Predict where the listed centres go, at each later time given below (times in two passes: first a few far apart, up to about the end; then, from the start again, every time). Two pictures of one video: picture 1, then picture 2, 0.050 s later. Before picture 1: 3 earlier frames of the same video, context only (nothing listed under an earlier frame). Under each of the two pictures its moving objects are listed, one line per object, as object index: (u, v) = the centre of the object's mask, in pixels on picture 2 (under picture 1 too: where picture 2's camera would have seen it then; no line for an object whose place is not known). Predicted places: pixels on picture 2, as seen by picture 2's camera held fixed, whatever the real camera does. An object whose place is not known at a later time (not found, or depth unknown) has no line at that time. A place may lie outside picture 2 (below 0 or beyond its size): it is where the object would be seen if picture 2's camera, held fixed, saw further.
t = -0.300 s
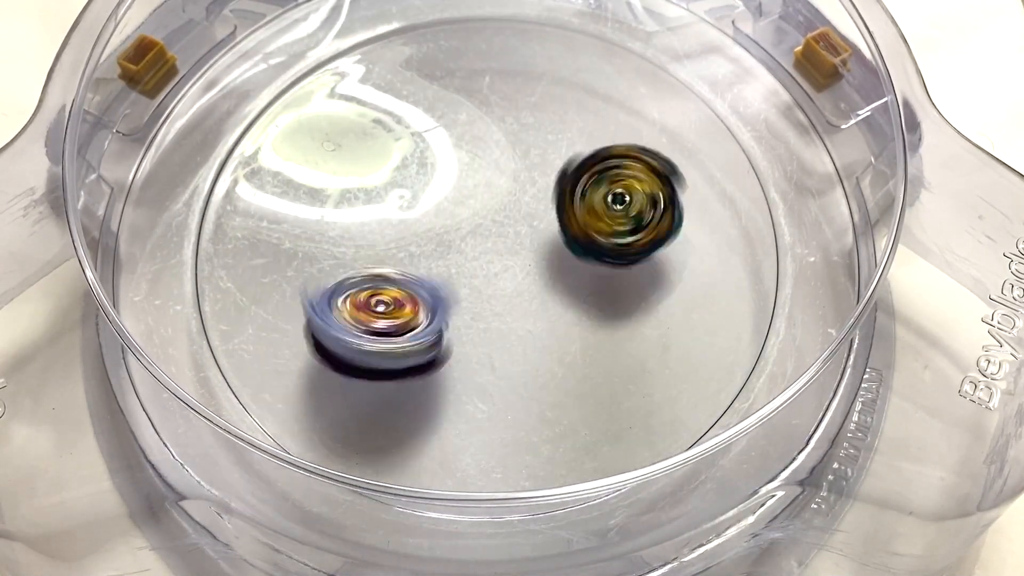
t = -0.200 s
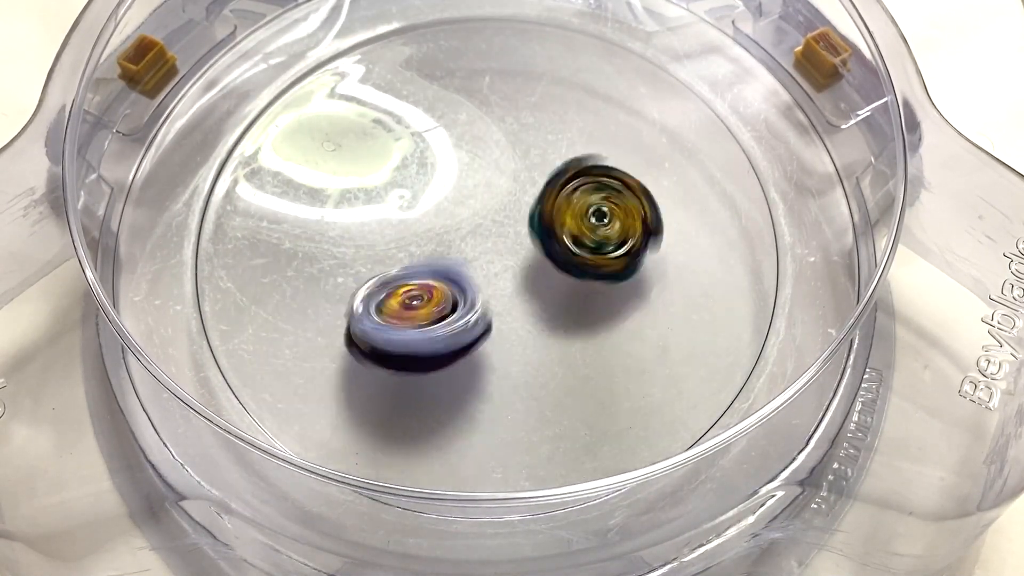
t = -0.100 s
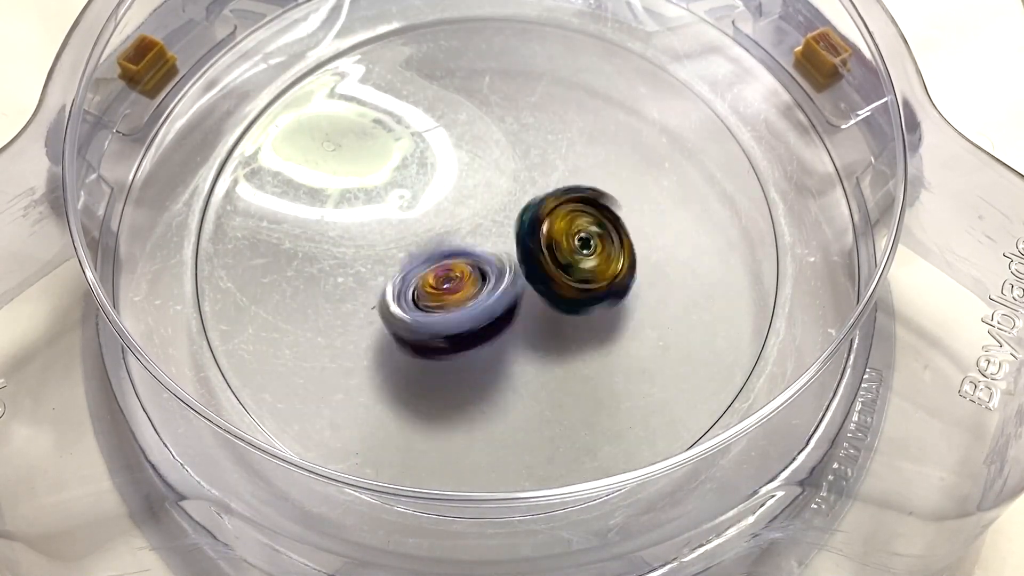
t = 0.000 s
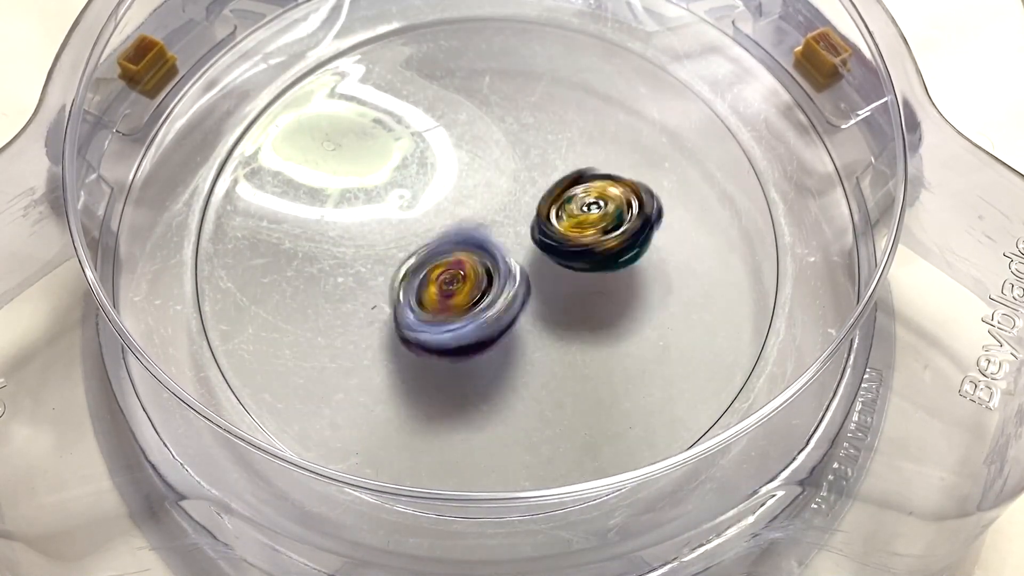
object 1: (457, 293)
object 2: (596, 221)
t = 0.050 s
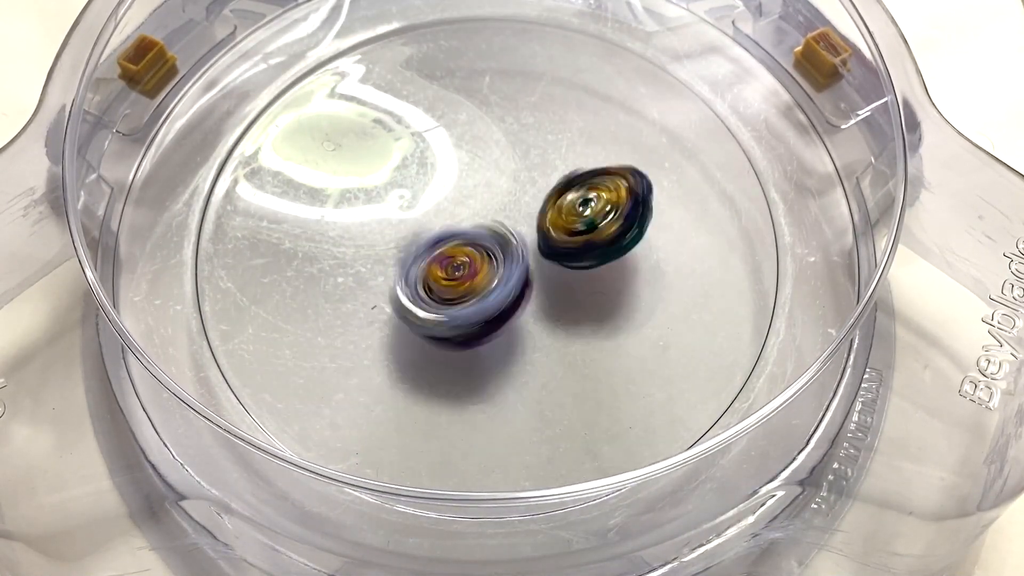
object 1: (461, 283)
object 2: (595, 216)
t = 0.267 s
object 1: (445, 253)
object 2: (562, 197)
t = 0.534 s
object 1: (381, 242)
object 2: (494, 140)
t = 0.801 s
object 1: (390, 252)
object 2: (509, 169)
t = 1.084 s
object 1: (461, 243)
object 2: (557, 164)
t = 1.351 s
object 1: (503, 248)
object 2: (540, 146)
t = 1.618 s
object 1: (538, 251)
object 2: (538, 141)
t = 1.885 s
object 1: (541, 260)
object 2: (541, 146)
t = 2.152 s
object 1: (513, 259)
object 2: (552, 148)
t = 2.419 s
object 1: (474, 261)
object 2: (538, 148)
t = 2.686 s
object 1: (459, 259)
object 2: (540, 150)
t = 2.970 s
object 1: (459, 236)
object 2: (539, 147)
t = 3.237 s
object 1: (465, 216)
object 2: (543, 145)
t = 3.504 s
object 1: (485, 255)
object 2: (547, 149)
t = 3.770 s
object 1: (539, 254)
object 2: (532, 135)
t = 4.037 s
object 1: (574, 268)
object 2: (552, 158)
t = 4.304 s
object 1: (554, 263)
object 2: (544, 150)
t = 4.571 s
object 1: (543, 272)
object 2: (539, 154)
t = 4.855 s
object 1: (535, 267)
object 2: (550, 155)
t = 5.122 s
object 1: (517, 266)
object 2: (550, 156)
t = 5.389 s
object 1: (497, 250)
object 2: (549, 153)
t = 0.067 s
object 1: (466, 276)
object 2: (592, 217)
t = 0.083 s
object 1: (462, 276)
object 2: (589, 217)
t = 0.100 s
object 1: (466, 270)
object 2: (586, 220)
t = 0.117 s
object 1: (462, 268)
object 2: (586, 221)
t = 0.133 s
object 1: (466, 264)
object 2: (583, 222)
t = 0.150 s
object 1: (463, 259)
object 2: (583, 223)
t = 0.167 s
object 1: (464, 259)
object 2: (582, 224)
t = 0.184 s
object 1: (458, 259)
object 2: (581, 219)
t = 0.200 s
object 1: (456, 261)
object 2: (580, 214)
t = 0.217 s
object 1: (453, 256)
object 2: (578, 209)
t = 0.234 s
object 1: (449, 257)
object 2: (574, 205)
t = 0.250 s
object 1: (450, 254)
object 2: (568, 201)
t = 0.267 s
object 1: (445, 253)
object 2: (562, 197)
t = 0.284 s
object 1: (444, 251)
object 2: (558, 193)
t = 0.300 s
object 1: (439, 248)
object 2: (552, 190)
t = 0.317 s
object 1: (437, 247)
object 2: (546, 186)
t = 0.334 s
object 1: (433, 242)
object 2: (538, 183)
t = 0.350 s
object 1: (429, 245)
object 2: (533, 179)
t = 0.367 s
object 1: (426, 239)
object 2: (527, 175)
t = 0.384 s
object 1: (418, 241)
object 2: (521, 171)
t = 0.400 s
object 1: (418, 240)
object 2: (517, 166)
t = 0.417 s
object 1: (409, 241)
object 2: (510, 163)
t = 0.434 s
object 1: (409, 240)
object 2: (507, 158)
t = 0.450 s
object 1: (402, 238)
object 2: (502, 156)
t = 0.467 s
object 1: (398, 241)
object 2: (499, 152)
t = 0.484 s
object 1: (396, 240)
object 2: (497, 148)
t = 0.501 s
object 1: (390, 241)
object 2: (495, 145)
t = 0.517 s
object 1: (389, 241)
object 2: (494, 142)
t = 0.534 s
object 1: (381, 242)
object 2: (494, 140)
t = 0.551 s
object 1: (379, 245)
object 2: (495, 137)
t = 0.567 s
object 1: (376, 243)
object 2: (496, 136)
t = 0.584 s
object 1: (373, 247)
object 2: (496, 135)
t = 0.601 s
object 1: (374, 245)
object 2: (496, 135)
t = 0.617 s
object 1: (368, 246)
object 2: (496, 135)
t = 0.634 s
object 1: (371, 249)
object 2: (496, 136)
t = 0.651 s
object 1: (370, 248)
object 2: (495, 137)
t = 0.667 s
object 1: (372, 250)
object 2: (495, 139)
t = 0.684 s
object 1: (373, 247)
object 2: (494, 142)
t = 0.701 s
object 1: (369, 250)
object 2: (494, 145)
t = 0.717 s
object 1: (375, 251)
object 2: (495, 149)
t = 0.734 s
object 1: (375, 250)
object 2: (497, 153)
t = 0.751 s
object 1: (382, 252)
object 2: (499, 157)
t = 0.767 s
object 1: (383, 250)
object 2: (501, 161)
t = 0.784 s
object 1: (384, 252)
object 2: (505, 166)
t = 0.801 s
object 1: (390, 252)
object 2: (509, 169)
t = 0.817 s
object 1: (392, 251)
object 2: (514, 173)
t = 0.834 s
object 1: (400, 254)
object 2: (520, 176)
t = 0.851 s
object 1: (403, 253)
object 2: (526, 177)
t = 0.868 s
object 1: (410, 255)
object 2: (532, 178)
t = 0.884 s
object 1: (417, 253)
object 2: (538, 177)
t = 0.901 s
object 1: (419, 252)
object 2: (543, 176)
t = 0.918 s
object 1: (426, 251)
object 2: (546, 174)
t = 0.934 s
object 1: (427, 249)
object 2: (549, 172)
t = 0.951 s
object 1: (433, 250)
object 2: (551, 171)
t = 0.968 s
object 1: (436, 247)
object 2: (553, 169)
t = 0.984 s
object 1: (437, 248)
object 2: (554, 168)
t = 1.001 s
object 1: (443, 245)
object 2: (554, 168)
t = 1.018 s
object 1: (444, 244)
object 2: (554, 168)
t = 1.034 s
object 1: (450, 243)
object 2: (554, 168)
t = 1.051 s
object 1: (451, 241)
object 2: (554, 167)
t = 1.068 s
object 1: (454, 245)
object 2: (556, 165)
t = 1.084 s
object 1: (461, 243)
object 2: (557, 164)
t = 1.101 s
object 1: (458, 245)
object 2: (556, 163)
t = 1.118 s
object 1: (463, 251)
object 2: (557, 158)
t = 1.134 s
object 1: (467, 252)
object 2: (557, 154)
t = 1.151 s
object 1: (465, 258)
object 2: (555, 154)
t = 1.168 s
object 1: (471, 257)
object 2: (553, 154)
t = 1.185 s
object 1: (475, 253)
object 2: (552, 153)
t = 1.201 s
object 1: (473, 256)
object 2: (549, 156)
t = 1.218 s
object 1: (478, 255)
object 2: (549, 155)
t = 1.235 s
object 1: (481, 251)
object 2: (549, 153)
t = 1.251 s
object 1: (480, 255)
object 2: (546, 154)
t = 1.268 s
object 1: (488, 253)
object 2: (546, 151)
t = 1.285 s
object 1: (491, 248)
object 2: (545, 150)
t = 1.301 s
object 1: (491, 252)
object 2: (542, 150)
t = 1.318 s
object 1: (499, 251)
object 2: (541, 147)
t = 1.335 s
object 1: (501, 246)
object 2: (541, 145)
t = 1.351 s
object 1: (503, 248)
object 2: (540, 146)
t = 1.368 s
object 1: (510, 246)
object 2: (540, 144)
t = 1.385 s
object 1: (510, 243)
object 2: (540, 143)
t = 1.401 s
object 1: (510, 247)
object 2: (539, 144)
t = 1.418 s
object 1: (515, 249)
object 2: (539, 142)
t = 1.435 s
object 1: (516, 248)
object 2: (539, 140)
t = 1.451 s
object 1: (518, 251)
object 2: (538, 143)
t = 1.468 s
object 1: (525, 251)
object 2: (538, 142)
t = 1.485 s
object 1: (525, 246)
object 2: (538, 140)
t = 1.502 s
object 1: (522, 248)
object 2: (540, 145)
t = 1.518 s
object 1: (527, 249)
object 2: (540, 144)
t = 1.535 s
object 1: (527, 246)
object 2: (541, 142)
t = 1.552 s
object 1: (524, 248)
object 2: (543, 144)
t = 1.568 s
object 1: (531, 249)
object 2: (541, 143)
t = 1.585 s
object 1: (533, 244)
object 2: (540, 140)
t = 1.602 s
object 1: (531, 246)
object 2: (542, 142)
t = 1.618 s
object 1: (538, 251)
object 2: (538, 141)
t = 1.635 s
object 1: (541, 250)
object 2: (536, 139)
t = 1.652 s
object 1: (539, 251)
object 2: (534, 138)
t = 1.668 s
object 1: (544, 253)
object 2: (533, 141)
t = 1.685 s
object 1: (547, 252)
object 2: (532, 140)
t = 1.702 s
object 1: (542, 250)
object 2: (531, 138)
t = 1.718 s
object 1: (540, 253)
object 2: (532, 141)
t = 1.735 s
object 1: (543, 254)
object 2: (532, 140)
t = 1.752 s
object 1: (543, 253)
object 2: (531, 138)
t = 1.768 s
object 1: (540, 256)
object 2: (533, 139)
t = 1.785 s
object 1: (544, 258)
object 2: (533, 142)
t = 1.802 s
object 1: (547, 256)
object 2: (534, 141)
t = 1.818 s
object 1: (542, 256)
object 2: (535, 140)
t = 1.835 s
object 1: (544, 260)
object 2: (536, 145)
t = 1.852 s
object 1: (547, 259)
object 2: (537, 144)
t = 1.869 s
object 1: (543, 256)
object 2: (538, 142)
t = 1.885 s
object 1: (541, 260)
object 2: (541, 146)
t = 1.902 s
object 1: (543, 259)
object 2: (541, 146)
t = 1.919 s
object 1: (540, 255)
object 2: (542, 143)
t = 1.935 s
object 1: (534, 258)
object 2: (545, 146)
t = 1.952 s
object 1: (535, 261)
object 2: (544, 147)
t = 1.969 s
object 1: (537, 259)
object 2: (545, 145)
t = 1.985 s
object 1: (533, 258)
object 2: (547, 145)
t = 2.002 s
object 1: (533, 261)
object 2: (547, 148)
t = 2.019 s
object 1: (535, 259)
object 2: (548, 146)
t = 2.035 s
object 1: (529, 256)
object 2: (549, 146)
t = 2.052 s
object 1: (524, 259)
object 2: (550, 150)
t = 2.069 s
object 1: (525, 261)
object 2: (551, 148)
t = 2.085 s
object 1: (524, 258)
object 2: (551, 146)
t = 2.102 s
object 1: (518, 260)
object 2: (553, 149)
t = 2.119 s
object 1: (519, 262)
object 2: (552, 150)
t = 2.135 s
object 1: (519, 260)
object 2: (552, 148)
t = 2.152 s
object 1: (513, 259)
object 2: (552, 148)
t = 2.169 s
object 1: (510, 262)
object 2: (550, 151)
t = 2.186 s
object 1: (510, 262)
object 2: (549, 149)
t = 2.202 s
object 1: (505, 258)
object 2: (549, 147)
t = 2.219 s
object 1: (498, 261)
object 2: (547, 151)
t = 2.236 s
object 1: (498, 263)
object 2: (547, 150)
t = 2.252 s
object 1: (495, 261)
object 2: (546, 148)
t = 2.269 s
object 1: (487, 261)
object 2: (545, 151)
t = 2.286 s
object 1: (485, 264)
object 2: (545, 150)
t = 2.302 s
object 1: (487, 263)
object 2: (545, 150)
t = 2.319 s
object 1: (482, 260)
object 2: (545, 149)
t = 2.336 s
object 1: (480, 264)
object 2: (543, 150)
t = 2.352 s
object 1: (482, 262)
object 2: (543, 149)
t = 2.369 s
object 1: (479, 260)
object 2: (542, 148)
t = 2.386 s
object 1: (472, 261)
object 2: (541, 150)
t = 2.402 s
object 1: (472, 263)
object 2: (539, 149)
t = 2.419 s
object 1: (474, 261)
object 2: (538, 148)
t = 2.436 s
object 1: (467, 262)
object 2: (537, 148)
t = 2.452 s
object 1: (467, 263)
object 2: (535, 147)
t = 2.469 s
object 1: (467, 261)
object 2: (534, 146)
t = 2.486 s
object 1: (463, 261)
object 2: (535, 145)
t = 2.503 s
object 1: (459, 263)
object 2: (534, 146)
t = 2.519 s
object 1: (460, 263)
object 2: (534, 146)
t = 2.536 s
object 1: (463, 261)
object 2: (535, 146)
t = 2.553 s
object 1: (459, 261)
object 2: (536, 147)
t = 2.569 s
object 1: (459, 261)
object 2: (537, 149)
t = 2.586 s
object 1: (462, 259)
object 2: (538, 149)
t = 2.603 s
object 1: (457, 257)
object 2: (539, 149)
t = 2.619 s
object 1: (454, 259)
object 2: (540, 150)
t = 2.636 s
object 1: (456, 260)
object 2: (540, 150)
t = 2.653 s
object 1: (459, 259)
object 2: (541, 150)
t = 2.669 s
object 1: (456, 260)
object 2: (540, 150)
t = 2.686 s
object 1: (459, 259)
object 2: (540, 150)
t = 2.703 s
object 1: (464, 256)
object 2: (539, 150)
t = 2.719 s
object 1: (459, 253)
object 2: (539, 149)
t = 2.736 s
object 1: (457, 253)
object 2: (537, 150)
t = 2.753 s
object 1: (458, 251)
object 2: (536, 149)
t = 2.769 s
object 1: (458, 250)
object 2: (536, 147)
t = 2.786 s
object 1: (453, 253)
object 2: (535, 148)
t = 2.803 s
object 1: (455, 253)
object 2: (535, 147)
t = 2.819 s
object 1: (459, 251)
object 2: (536, 147)
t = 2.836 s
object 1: (457, 247)
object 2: (536, 148)
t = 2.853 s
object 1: (458, 249)
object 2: (537, 149)
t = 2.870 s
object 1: (464, 246)
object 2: (539, 149)
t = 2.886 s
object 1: (465, 240)
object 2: (541, 148)
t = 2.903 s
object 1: (461, 240)
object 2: (539, 150)
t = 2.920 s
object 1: (465, 238)
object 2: (541, 148)
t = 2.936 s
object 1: (466, 234)
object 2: (541, 147)
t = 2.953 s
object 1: (460, 234)
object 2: (539, 149)
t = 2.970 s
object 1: (459, 236)
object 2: (539, 147)
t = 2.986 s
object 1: (462, 235)
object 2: (539, 146)
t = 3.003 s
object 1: (463, 233)
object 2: (539, 146)
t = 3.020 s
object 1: (460, 236)
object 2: (536, 147)
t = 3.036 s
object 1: (464, 236)
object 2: (538, 145)
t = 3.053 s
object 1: (468, 232)
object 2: (540, 144)
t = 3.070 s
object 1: (464, 230)
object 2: (540, 147)
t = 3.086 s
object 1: (464, 230)
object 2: (540, 146)
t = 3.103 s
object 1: (467, 227)
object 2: (542, 145)
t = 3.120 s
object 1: (465, 223)
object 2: (544, 146)
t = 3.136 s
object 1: (461, 224)
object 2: (540, 147)
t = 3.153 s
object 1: (463, 223)
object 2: (542, 145)
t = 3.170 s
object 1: (465, 219)
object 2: (542, 145)
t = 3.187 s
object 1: (460, 218)
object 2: (540, 146)
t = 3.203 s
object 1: (460, 220)
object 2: (540, 144)
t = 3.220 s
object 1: (465, 219)
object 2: (542, 143)
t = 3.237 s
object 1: (465, 216)
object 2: (543, 145)
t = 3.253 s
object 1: (462, 218)
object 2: (542, 144)
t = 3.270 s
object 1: (461, 225)
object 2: (543, 142)
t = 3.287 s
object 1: (463, 227)
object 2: (544, 140)
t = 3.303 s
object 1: (461, 230)
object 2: (543, 141)
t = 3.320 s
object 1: (461, 236)
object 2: (540, 143)
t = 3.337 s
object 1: (464, 240)
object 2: (541, 143)
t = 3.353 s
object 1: (469, 240)
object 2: (542, 144)
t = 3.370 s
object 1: (469, 241)
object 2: (543, 144)
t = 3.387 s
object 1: (471, 246)
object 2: (543, 147)
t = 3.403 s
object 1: (474, 248)
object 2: (544, 148)
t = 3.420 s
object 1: (474, 250)
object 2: (545, 148)
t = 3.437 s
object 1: (474, 250)
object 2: (546, 148)
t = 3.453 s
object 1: (479, 252)
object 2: (546, 149)
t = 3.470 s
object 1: (483, 254)
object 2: (547, 149)
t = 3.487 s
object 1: (485, 255)
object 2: (547, 149)
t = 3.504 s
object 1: (485, 255)
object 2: (547, 149)
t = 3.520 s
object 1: (488, 254)
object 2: (547, 149)
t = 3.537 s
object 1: (494, 255)
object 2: (547, 149)
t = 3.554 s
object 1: (499, 253)
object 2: (546, 148)
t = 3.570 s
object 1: (499, 254)
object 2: (546, 147)
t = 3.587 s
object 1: (501, 254)
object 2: (545, 148)
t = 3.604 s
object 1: (507, 254)
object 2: (544, 147)
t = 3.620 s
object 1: (513, 252)
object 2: (543, 145)
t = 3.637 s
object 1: (514, 251)
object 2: (542, 142)
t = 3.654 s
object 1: (513, 250)
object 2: (541, 144)
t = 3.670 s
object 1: (516, 249)
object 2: (540, 142)
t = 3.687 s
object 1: (520, 245)
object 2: (540, 139)
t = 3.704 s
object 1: (524, 240)
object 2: (540, 137)
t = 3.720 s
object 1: (526, 245)
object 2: (538, 136)
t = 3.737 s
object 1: (528, 249)
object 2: (536, 138)
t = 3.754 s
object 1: (532, 251)
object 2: (534, 137)
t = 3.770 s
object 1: (539, 254)
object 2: (532, 135)
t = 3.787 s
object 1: (545, 256)
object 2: (530, 134)
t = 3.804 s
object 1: (549, 257)
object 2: (529, 134)
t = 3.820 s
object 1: (551, 257)
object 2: (529, 134)
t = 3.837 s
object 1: (553, 260)
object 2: (529, 134)
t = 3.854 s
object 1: (556, 263)
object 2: (529, 136)
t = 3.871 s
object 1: (562, 265)
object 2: (530, 139)
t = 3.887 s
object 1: (568, 267)
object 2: (531, 141)
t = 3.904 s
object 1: (572, 266)
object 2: (532, 143)
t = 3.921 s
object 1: (574, 265)
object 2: (534, 145)
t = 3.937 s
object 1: (575, 267)
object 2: (535, 147)
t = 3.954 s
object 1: (575, 269)
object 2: (537, 149)
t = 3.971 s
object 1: (575, 269)
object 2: (539, 150)
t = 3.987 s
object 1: (575, 270)
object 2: (543, 152)
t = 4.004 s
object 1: (574, 269)
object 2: (546, 155)
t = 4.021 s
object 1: (575, 268)
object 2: (549, 157)
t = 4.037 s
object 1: (574, 268)
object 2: (552, 158)
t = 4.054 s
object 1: (572, 267)
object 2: (555, 159)
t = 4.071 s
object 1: (569, 266)
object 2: (558, 158)
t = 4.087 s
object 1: (566, 268)
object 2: (561, 157)
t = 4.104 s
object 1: (564, 271)
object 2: (562, 158)
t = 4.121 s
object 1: (564, 272)
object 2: (562, 157)
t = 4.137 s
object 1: (564, 273)
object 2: (563, 155)
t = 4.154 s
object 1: (565, 273)
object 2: (563, 154)
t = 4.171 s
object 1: (565, 271)
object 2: (563, 154)
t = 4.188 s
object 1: (564, 271)
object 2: (561, 154)
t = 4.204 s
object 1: (563, 270)
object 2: (560, 155)
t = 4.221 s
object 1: (561, 270)
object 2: (558, 155)
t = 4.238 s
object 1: (560, 270)
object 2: (555, 155)
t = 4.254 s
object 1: (559, 268)
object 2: (552, 155)
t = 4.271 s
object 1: (557, 267)
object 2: (548, 154)
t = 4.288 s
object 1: (556, 265)
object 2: (546, 152)
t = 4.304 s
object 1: (554, 263)
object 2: (544, 150)
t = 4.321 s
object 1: (552, 263)
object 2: (542, 149)
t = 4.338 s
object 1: (549, 263)
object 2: (541, 149)
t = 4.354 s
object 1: (548, 264)
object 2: (538, 149)
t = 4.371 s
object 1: (547, 265)
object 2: (536, 148)
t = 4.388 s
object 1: (547, 267)
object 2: (536, 148)
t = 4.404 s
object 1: (548, 268)
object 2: (535, 148)
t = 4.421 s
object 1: (548, 269)
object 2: (534, 149)
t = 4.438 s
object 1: (548, 270)
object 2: (533, 149)
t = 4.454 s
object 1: (549, 271)
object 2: (533, 148)
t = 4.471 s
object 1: (550, 271)
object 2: (533, 148)
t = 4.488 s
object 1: (549, 270)
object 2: (534, 149)
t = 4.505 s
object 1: (547, 270)
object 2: (534, 150)
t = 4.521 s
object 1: (546, 269)
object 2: (535, 151)
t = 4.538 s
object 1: (544, 271)
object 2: (536, 152)
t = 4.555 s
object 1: (543, 273)
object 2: (538, 153)
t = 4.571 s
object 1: (543, 272)
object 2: (539, 154)
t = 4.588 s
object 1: (542, 272)
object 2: (541, 155)
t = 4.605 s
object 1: (541, 273)
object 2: (542, 156)
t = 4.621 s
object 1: (540, 273)
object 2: (543, 155)
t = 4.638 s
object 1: (538, 272)
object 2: (545, 154)
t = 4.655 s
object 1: (536, 272)
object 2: (547, 154)
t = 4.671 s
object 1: (535, 270)
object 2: (550, 155)
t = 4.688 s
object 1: (534, 270)
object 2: (552, 155)
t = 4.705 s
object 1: (533, 270)
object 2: (555, 156)
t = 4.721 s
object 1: (533, 269)
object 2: (556, 157)
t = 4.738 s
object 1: (533, 268)
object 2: (558, 157)
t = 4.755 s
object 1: (534, 268)
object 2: (558, 157)
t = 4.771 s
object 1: (534, 268)
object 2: (558, 157)
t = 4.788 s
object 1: (534, 267)
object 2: (557, 156)
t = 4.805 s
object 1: (535, 267)
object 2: (556, 156)
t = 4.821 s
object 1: (535, 267)
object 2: (555, 156)
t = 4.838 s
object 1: (535, 267)
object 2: (553, 156)
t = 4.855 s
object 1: (535, 267)
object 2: (550, 155)
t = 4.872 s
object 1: (535, 267)
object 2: (548, 155)
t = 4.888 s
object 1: (535, 267)
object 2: (547, 155)
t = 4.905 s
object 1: (534, 267)
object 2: (545, 154)
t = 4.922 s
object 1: (534, 266)
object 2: (545, 154)
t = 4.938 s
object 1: (534, 266)
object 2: (544, 153)
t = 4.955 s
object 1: (534, 267)
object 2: (543, 153)
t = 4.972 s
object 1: (533, 266)
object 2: (543, 153)
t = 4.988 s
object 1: (532, 267)
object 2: (543, 153)
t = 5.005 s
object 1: (531, 266)
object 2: (543, 153)
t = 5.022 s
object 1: (530, 267)
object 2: (543, 153)
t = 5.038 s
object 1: (528, 266)
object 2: (544, 153)
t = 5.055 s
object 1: (526, 266)
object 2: (544, 153)
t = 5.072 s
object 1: (524, 266)
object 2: (545, 154)
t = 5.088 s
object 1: (522, 266)
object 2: (546, 154)
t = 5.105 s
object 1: (520, 266)
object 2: (548, 155)
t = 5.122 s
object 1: (517, 266)
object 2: (550, 156)
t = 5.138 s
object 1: (513, 266)
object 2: (552, 157)
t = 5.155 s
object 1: (509, 267)
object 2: (553, 158)
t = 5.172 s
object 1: (506, 267)
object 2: (554, 158)
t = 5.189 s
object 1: (503, 266)
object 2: (555, 158)
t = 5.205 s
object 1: (501, 264)
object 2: (556, 158)
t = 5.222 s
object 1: (500, 262)
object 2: (556, 158)
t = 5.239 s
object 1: (499, 261)
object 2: (555, 158)
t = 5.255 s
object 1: (498, 259)
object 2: (554, 157)
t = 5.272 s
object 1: (497, 258)
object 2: (553, 157)
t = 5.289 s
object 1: (496, 256)
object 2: (552, 156)
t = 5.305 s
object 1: (497, 255)
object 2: (550, 155)
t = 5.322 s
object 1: (496, 254)
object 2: (549, 155)
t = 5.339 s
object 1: (497, 252)
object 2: (549, 154)
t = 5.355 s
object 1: (497, 251)
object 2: (548, 153)
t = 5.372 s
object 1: (497, 251)
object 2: (548, 153)
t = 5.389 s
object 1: (497, 250)
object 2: (549, 153)
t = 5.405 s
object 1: (497, 249)
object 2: (549, 153)
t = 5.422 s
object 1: (497, 248)
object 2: (550, 153)
